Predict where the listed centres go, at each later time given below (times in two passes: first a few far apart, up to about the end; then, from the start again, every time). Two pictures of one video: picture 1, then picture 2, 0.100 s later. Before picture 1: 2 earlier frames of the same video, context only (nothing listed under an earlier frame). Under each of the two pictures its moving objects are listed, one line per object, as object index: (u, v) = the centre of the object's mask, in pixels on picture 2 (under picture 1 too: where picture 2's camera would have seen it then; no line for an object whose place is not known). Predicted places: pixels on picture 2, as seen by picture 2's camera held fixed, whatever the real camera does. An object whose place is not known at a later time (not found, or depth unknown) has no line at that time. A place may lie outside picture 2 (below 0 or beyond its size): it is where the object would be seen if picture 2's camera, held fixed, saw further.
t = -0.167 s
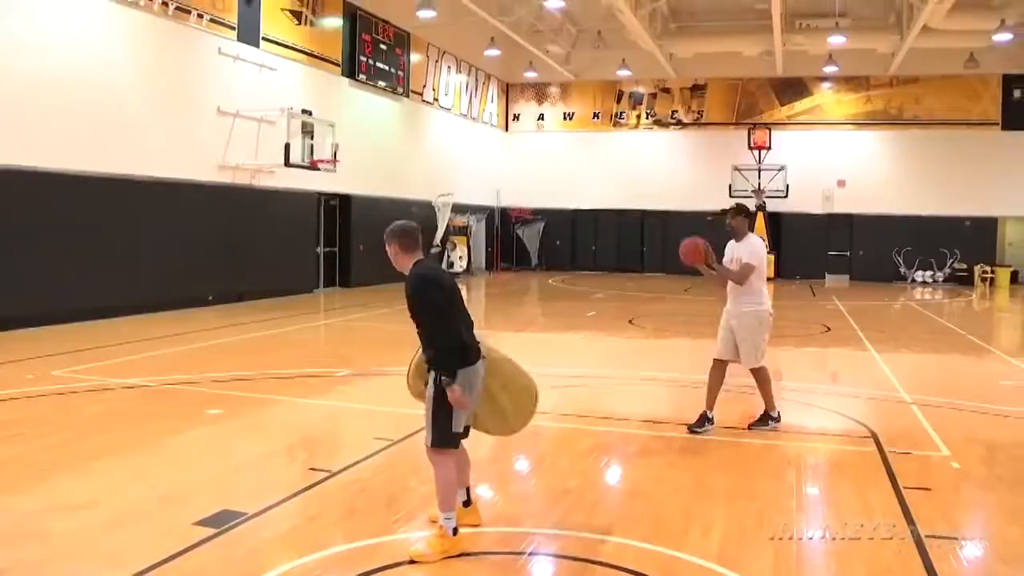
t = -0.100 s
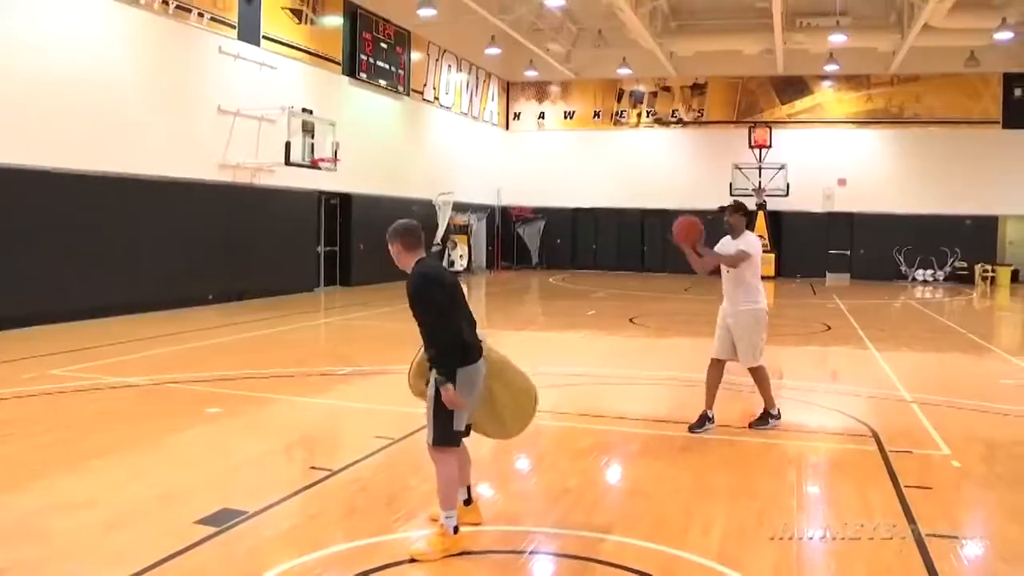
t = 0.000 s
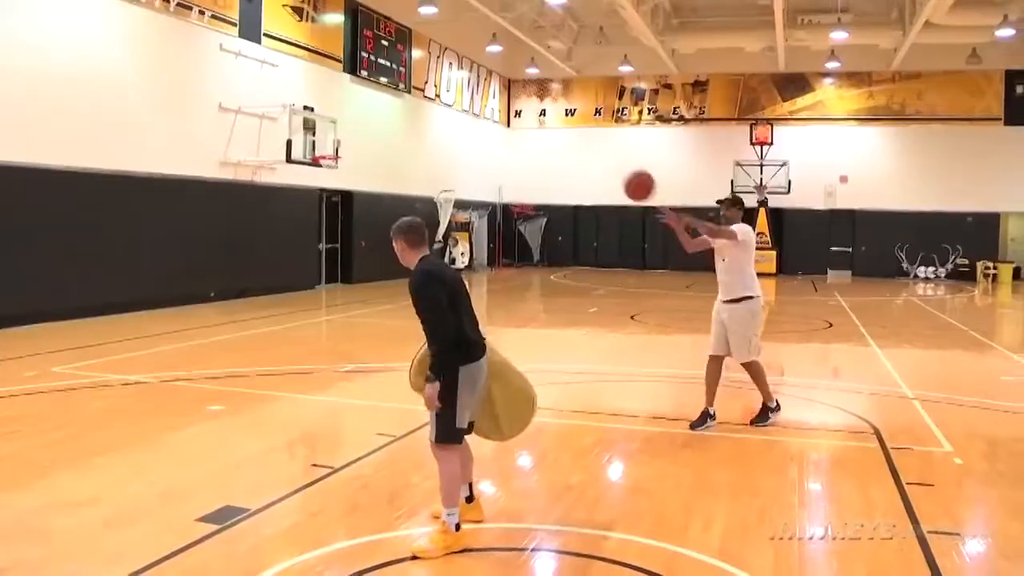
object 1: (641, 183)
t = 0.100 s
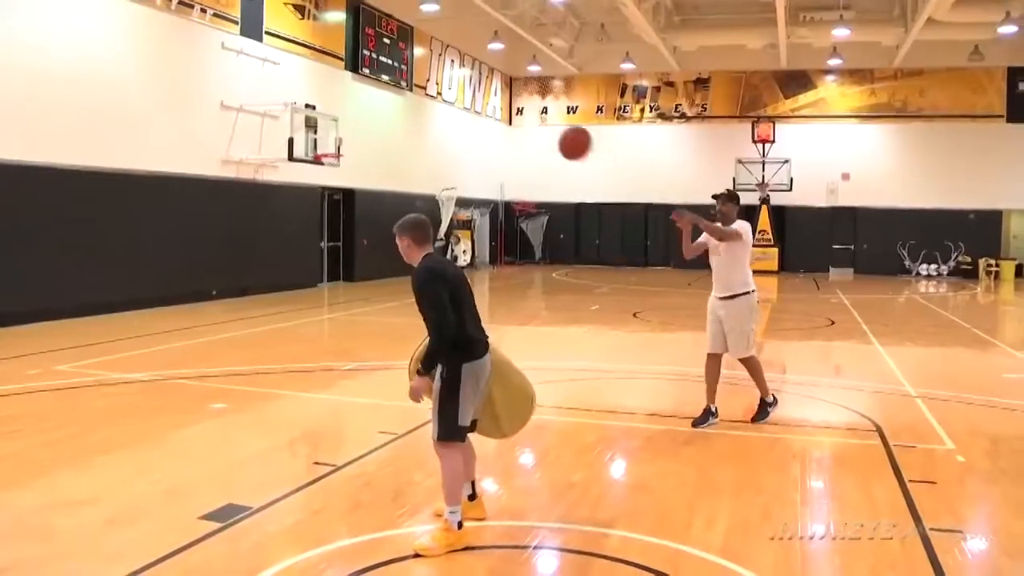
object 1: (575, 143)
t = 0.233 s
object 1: (461, 98)
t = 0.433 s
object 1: (204, 69)
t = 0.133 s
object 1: (549, 131)
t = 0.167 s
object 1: (522, 119)
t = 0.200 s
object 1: (492, 108)
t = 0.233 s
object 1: (461, 98)
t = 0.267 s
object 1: (425, 89)
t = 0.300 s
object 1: (389, 81)
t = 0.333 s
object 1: (348, 76)
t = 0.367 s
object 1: (306, 72)
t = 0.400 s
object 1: (256, 69)
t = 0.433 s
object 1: (204, 69)
